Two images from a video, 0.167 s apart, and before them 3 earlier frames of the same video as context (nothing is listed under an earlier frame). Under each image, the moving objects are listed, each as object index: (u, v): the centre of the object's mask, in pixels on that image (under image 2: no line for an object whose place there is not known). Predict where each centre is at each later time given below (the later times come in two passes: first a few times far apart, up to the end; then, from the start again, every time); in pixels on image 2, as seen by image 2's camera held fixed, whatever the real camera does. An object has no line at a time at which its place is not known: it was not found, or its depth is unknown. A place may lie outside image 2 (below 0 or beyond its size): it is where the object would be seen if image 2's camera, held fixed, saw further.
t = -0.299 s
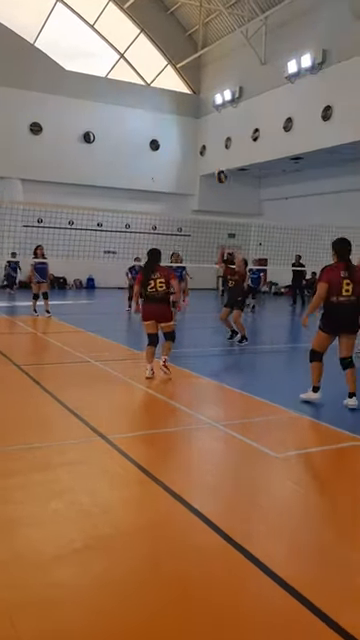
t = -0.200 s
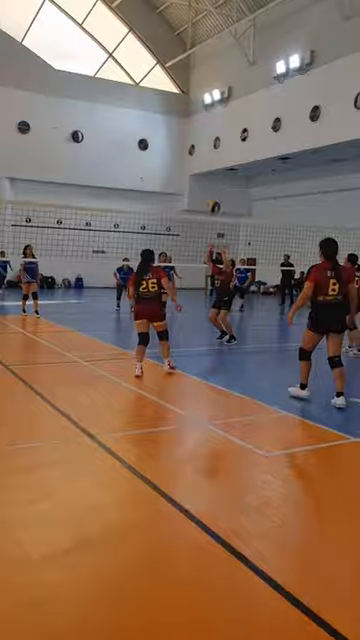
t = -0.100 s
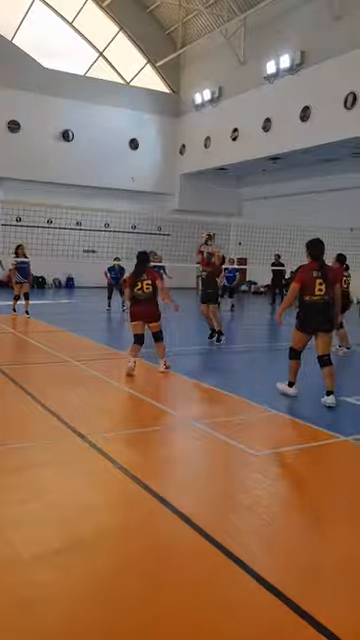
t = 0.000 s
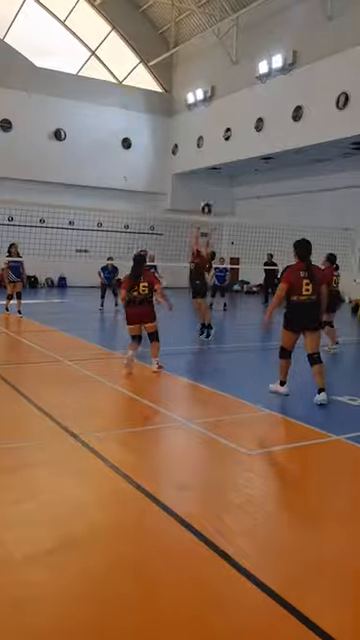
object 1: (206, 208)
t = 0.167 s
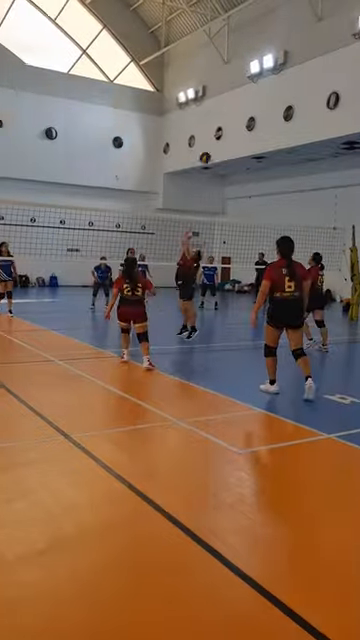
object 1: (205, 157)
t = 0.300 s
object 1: (210, 130)
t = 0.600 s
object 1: (220, 108)
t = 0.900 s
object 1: (228, 135)
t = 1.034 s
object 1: (230, 160)
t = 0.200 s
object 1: (206, 150)
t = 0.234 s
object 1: (207, 143)
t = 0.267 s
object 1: (208, 136)
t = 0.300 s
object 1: (210, 130)
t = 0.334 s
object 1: (211, 125)
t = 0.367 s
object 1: (213, 120)
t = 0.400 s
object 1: (214, 117)
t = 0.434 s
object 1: (215, 114)
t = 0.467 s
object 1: (216, 111)
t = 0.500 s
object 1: (217, 110)
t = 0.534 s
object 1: (218, 108)
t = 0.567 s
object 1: (219, 108)
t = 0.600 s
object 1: (220, 108)
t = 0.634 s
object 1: (221, 108)
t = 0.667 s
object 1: (222, 110)
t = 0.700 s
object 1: (223, 112)
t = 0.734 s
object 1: (224, 114)
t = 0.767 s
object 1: (225, 117)
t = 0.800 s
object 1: (225, 120)
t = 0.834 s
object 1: (226, 125)
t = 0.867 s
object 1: (227, 129)
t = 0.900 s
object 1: (228, 135)
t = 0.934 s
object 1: (228, 140)
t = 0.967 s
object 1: (229, 147)
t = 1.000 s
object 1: (230, 153)
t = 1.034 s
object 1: (230, 160)
